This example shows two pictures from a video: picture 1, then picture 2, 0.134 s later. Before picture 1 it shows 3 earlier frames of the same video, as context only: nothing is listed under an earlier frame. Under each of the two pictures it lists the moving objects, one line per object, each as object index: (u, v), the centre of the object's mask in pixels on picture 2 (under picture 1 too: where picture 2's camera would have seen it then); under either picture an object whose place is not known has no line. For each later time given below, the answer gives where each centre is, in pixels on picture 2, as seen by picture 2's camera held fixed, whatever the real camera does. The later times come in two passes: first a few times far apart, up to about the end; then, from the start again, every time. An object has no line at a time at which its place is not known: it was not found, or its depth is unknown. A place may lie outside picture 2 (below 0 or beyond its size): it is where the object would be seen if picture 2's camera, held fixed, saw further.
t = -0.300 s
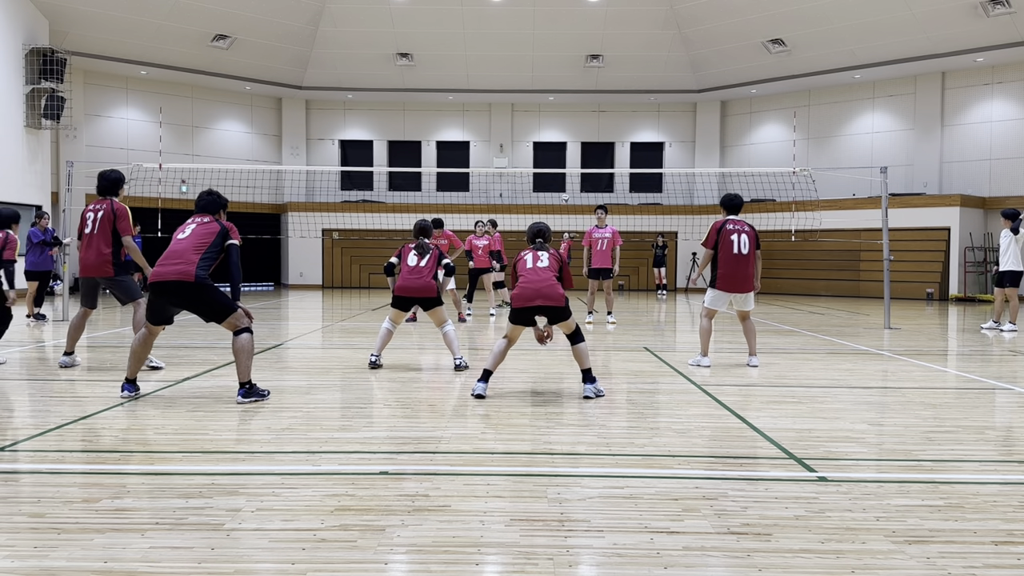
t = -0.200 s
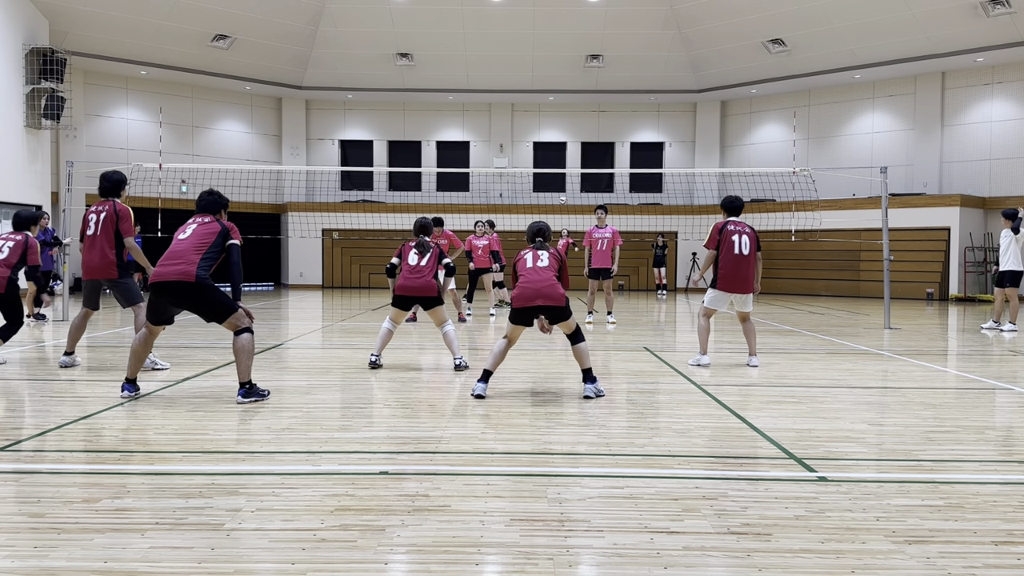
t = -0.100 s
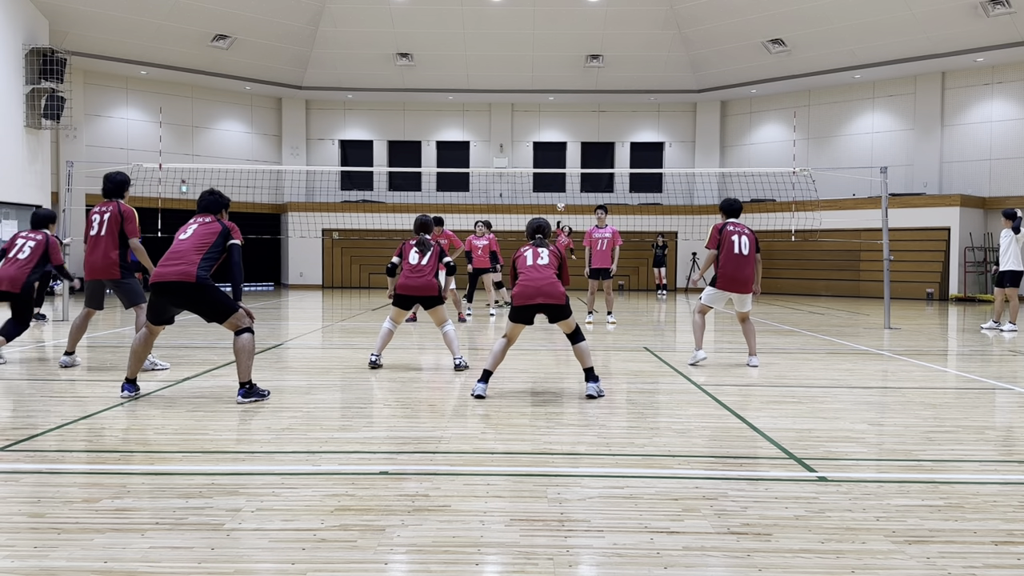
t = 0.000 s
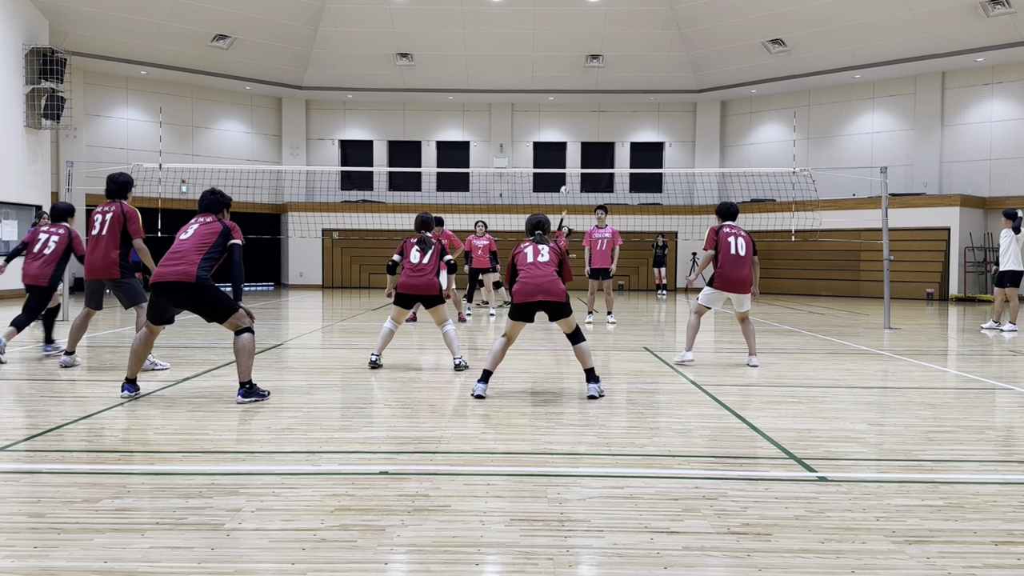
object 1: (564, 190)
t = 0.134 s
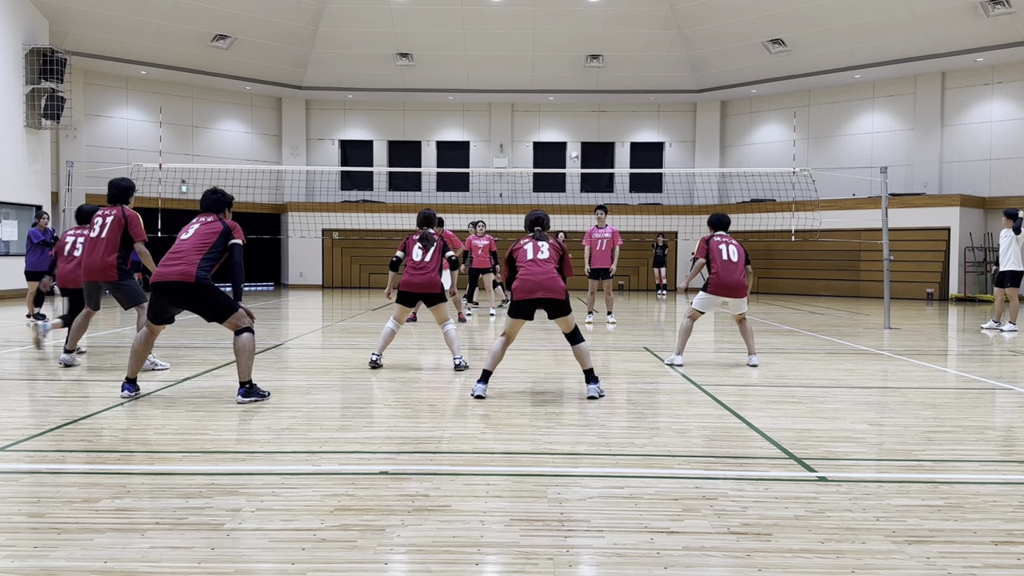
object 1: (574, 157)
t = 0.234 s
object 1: (583, 131)
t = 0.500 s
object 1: (619, 74)
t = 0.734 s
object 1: (662, 44)
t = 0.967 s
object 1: (720, 61)
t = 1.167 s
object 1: (786, 134)
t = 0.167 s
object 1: (577, 148)
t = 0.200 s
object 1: (580, 140)
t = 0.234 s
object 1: (583, 131)
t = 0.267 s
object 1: (587, 124)
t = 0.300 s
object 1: (591, 116)
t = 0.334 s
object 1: (595, 109)
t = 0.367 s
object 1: (599, 102)
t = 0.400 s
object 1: (603, 95)
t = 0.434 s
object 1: (608, 87)
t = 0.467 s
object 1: (613, 81)
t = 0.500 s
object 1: (619, 74)
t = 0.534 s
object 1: (625, 68)
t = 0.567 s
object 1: (630, 63)
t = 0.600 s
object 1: (636, 57)
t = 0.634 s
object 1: (642, 53)
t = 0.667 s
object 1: (648, 49)
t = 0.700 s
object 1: (655, 46)
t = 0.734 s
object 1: (662, 44)
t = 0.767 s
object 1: (669, 43)
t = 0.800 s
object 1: (677, 43)
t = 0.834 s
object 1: (685, 43)
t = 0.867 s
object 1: (693, 46)
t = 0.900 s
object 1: (702, 49)
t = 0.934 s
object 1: (711, 54)
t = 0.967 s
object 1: (720, 61)
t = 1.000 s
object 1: (730, 69)
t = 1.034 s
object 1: (739, 78)
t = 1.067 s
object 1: (750, 89)
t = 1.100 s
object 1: (761, 101)
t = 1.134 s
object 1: (773, 116)
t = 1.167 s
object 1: (786, 134)
